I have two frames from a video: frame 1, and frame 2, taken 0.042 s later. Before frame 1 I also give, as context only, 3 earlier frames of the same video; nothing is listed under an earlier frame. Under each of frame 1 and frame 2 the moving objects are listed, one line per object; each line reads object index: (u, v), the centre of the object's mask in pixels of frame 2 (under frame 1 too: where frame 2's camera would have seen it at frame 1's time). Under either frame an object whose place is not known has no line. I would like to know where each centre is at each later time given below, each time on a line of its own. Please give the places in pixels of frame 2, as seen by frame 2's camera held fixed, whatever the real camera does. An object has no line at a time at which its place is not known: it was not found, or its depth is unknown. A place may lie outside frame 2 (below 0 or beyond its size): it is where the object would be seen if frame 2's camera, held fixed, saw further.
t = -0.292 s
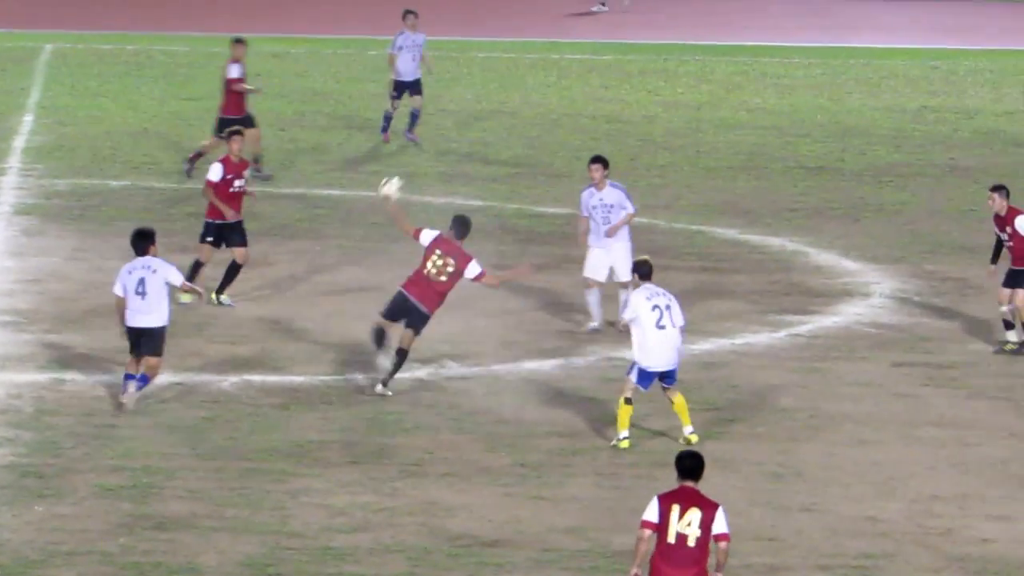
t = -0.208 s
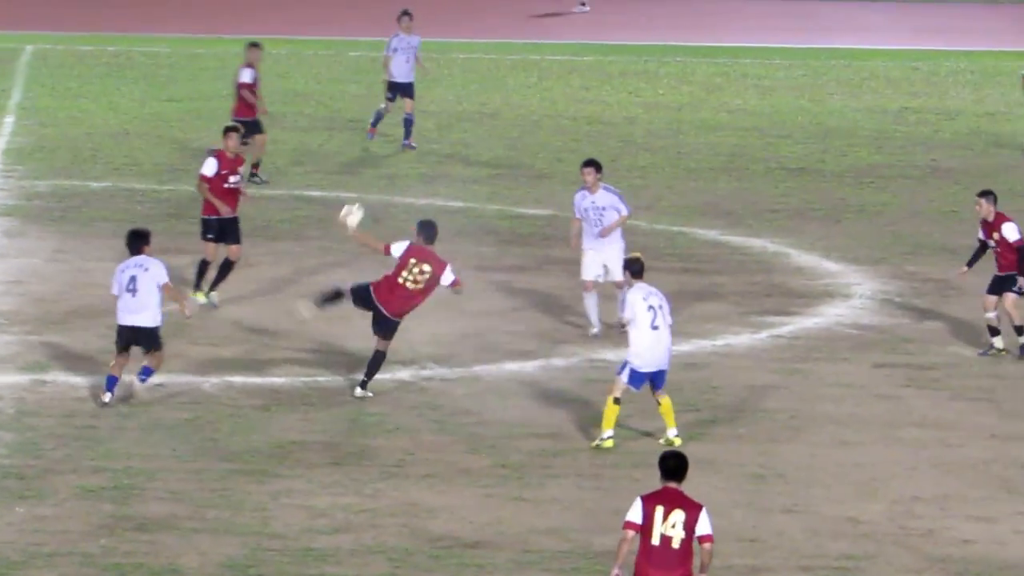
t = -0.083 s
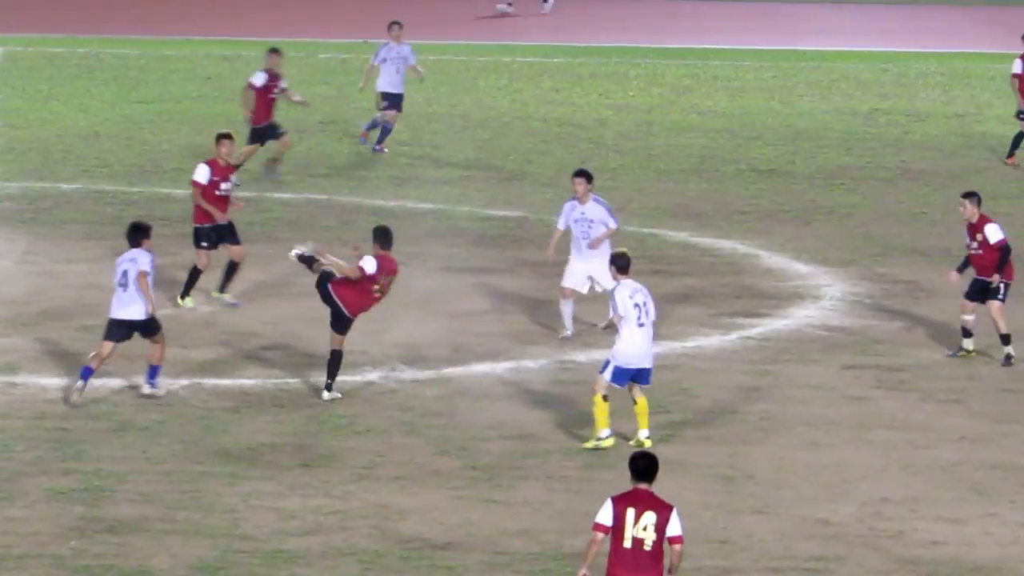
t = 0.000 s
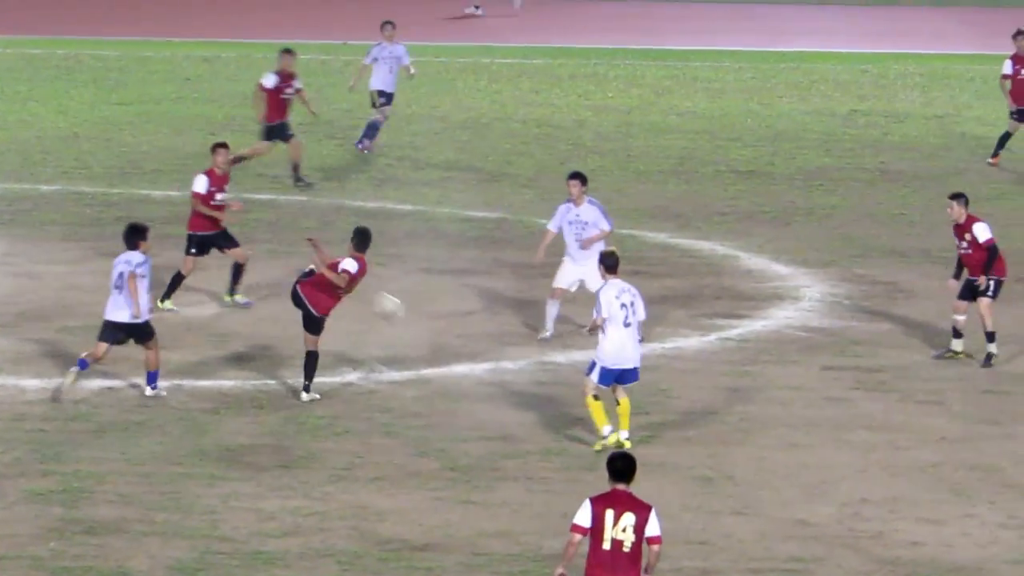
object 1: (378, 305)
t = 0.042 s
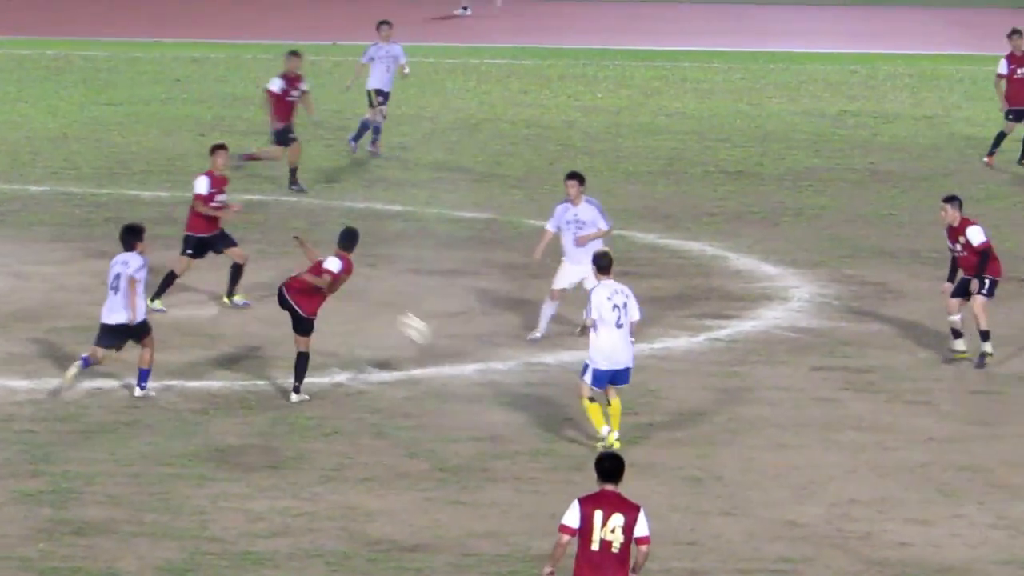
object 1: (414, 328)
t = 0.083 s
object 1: (447, 351)
